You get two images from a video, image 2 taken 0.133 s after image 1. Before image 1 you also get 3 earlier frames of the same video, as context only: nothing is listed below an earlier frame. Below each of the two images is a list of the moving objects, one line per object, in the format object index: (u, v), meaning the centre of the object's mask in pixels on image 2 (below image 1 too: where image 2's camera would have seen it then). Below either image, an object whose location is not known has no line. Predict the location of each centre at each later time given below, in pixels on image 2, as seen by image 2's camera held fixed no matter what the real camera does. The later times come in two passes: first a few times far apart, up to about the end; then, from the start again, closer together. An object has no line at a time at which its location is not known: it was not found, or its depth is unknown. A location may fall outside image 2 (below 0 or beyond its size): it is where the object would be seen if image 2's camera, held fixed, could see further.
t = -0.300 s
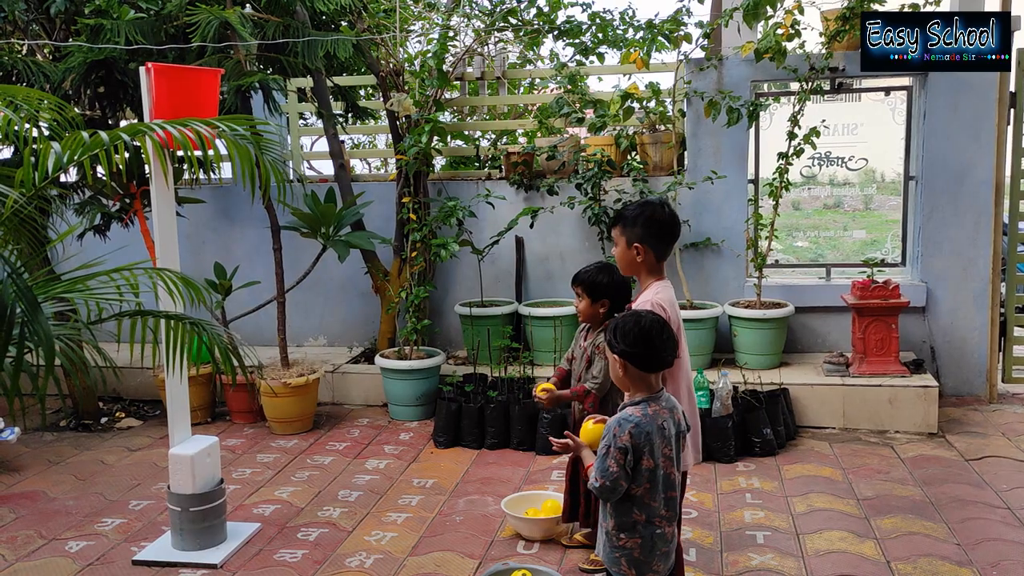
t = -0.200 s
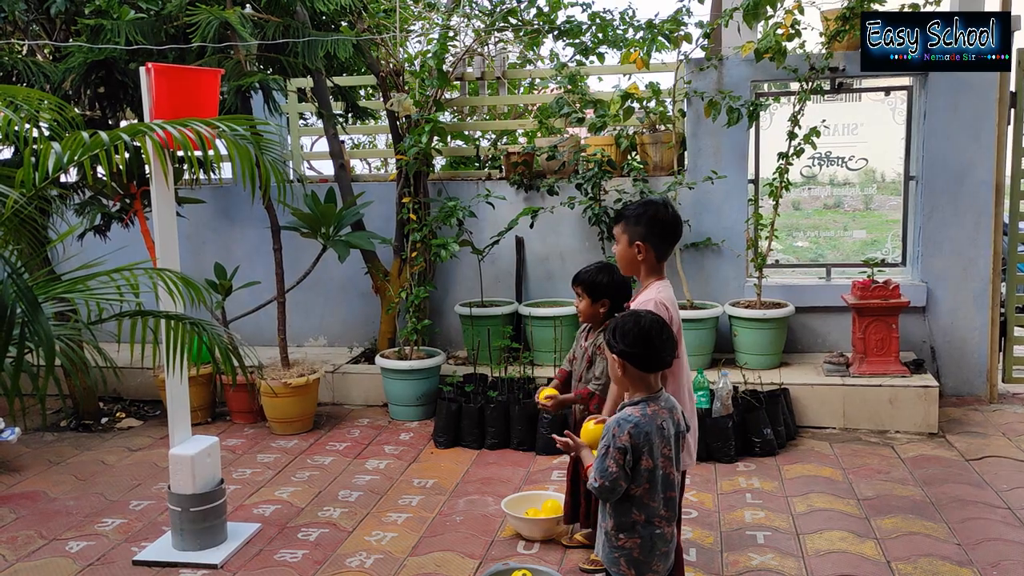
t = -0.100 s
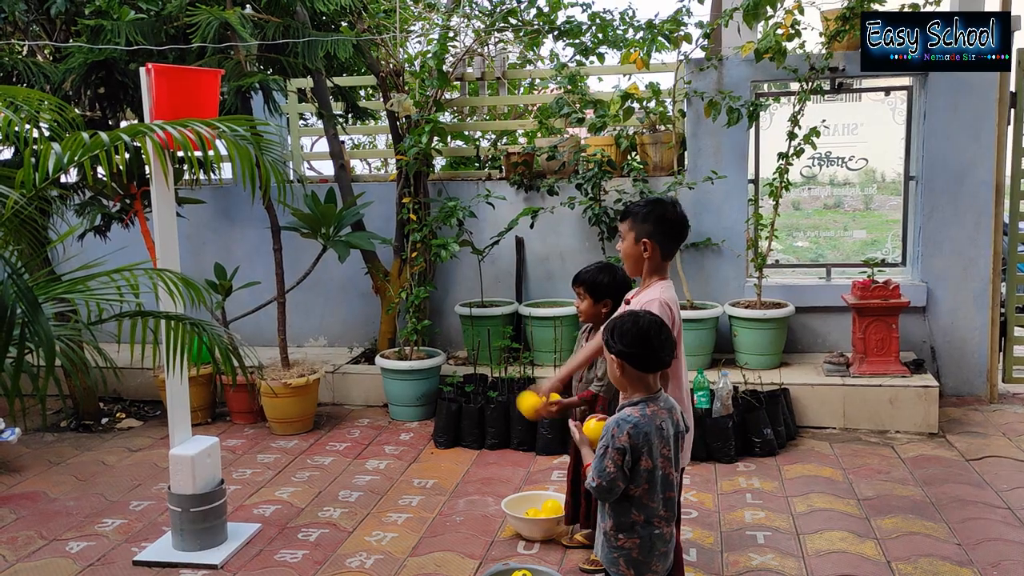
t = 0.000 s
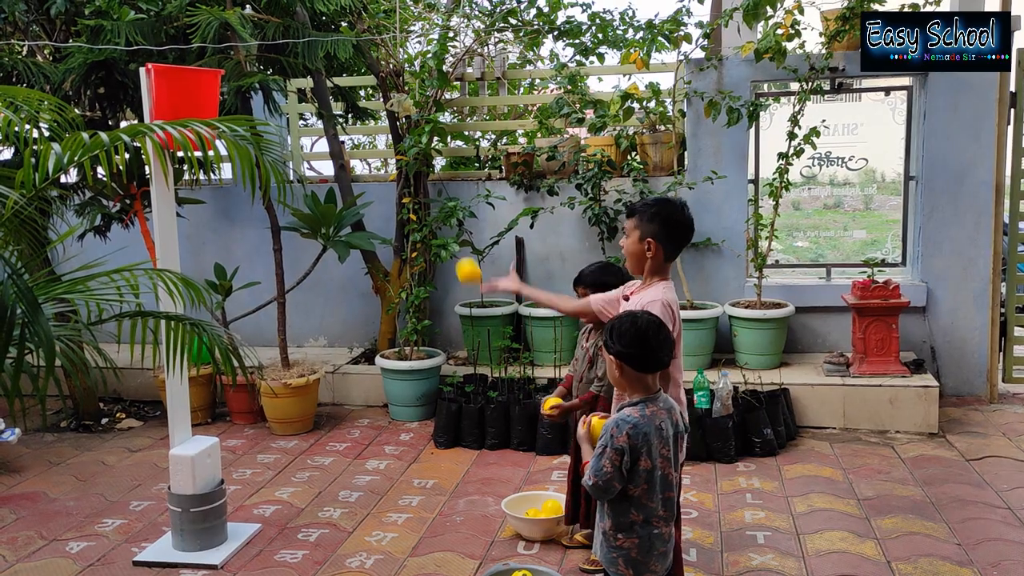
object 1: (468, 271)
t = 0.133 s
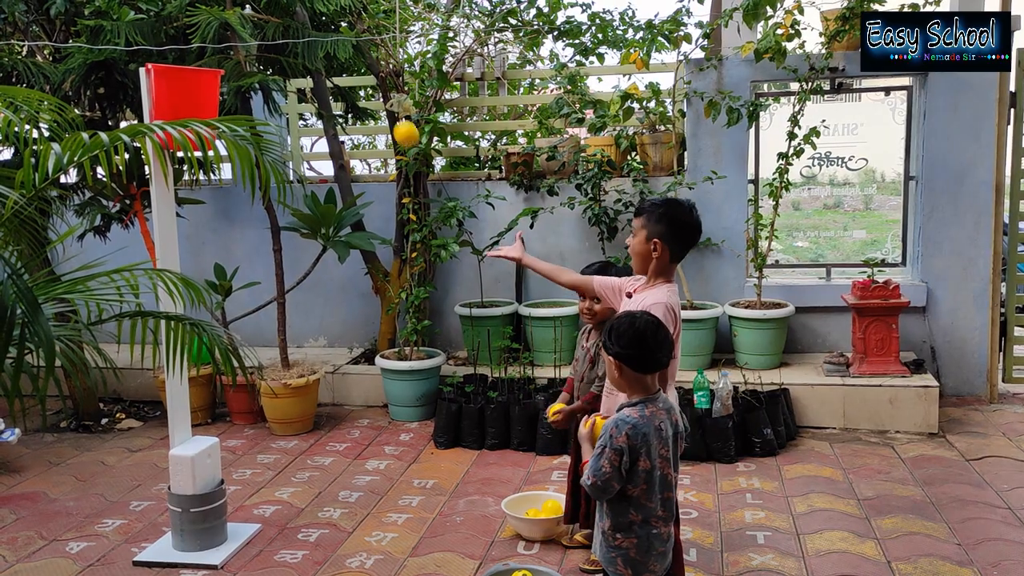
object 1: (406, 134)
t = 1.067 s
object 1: (159, 418)
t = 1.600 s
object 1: (151, 424)
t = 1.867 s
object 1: (144, 431)
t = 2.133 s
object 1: (137, 475)
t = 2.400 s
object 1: (126, 463)
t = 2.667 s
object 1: (115, 476)
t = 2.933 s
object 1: (100, 493)
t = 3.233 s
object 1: (91, 497)
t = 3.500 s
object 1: (91, 498)
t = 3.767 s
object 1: (98, 498)
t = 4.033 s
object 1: (112, 497)
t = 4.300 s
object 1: (123, 495)
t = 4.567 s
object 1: (133, 494)
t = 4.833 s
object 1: (142, 495)
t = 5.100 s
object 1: (146, 495)
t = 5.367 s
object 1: (150, 497)
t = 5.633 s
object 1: (154, 499)
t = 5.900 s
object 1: (157, 501)
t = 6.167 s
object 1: (161, 503)
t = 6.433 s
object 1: (162, 505)
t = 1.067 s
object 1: (159, 418)
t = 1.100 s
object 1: (157, 399)
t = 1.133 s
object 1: (155, 380)
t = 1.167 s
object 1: (152, 366)
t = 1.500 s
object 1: (148, 369)
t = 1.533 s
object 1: (149, 385)
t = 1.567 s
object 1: (150, 404)
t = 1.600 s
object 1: (151, 424)
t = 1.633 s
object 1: (152, 448)
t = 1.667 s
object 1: (154, 474)
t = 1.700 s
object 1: (156, 492)
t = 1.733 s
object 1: (153, 474)
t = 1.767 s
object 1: (150, 459)
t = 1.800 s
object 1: (148, 447)
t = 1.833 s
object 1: (145, 438)
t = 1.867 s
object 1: (144, 431)
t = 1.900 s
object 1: (142, 427)
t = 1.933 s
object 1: (141, 426)
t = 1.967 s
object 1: (140, 427)
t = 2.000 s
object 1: (139, 431)
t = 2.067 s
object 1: (138, 447)
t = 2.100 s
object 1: (137, 460)
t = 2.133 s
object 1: (137, 475)
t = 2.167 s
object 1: (137, 494)
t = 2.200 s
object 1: (136, 486)
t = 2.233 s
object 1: (134, 475)
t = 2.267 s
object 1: (132, 467)
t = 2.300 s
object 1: (130, 462)
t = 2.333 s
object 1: (129, 460)
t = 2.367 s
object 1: (127, 460)
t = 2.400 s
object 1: (126, 463)
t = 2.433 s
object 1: (125, 468)
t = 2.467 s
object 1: (125, 476)
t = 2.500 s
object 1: (124, 488)
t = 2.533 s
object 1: (123, 491)
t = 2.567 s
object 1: (121, 483)
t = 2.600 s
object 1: (119, 478)
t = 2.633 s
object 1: (117, 476)
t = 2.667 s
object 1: (115, 476)
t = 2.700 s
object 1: (114, 479)
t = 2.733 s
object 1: (113, 486)
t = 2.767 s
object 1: (112, 495)
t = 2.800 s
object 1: (109, 492)
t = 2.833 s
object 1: (106, 488)
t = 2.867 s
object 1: (104, 487)
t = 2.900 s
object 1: (102, 488)
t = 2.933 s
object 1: (100, 493)
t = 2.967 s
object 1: (98, 497)
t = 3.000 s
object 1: (97, 494)
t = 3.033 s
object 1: (96, 493)
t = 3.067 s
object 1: (95, 494)
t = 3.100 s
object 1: (94, 498)
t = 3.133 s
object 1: (93, 496)
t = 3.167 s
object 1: (92, 496)
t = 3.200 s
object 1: (92, 498)
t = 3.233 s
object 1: (91, 497)
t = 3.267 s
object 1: (91, 497)
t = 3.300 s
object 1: (91, 498)
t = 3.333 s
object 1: (90, 498)
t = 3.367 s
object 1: (90, 498)
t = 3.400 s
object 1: (90, 498)
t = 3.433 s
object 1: (91, 498)
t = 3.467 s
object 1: (91, 498)
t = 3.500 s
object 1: (91, 498)
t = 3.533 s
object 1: (92, 498)
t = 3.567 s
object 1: (92, 498)
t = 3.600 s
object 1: (93, 498)
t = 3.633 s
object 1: (94, 498)
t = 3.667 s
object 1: (95, 498)
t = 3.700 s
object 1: (96, 498)
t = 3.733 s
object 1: (97, 498)
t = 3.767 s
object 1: (98, 498)
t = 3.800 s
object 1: (100, 498)
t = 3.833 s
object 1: (101, 498)
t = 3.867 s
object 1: (103, 498)
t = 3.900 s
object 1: (105, 498)
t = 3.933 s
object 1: (107, 498)
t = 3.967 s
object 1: (109, 497)
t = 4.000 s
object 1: (110, 497)
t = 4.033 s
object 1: (112, 497)
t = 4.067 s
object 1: (113, 497)
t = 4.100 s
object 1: (115, 496)
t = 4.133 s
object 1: (116, 496)
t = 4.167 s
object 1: (118, 496)
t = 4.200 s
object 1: (119, 495)
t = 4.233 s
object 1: (120, 496)
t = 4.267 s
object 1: (122, 495)
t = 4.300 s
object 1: (123, 495)
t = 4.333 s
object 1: (124, 495)
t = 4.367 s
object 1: (126, 495)
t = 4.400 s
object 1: (127, 495)
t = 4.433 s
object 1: (128, 495)
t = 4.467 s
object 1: (130, 494)
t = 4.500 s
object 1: (131, 494)
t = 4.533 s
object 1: (132, 494)
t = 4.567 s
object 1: (133, 494)
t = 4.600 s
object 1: (135, 494)
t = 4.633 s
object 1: (136, 494)
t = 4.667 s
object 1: (137, 494)
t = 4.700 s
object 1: (138, 494)
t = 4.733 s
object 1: (139, 494)
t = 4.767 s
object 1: (140, 494)
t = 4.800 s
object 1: (141, 494)
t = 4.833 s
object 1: (142, 495)
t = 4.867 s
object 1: (142, 494)
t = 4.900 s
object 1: (143, 494)
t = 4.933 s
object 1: (144, 495)
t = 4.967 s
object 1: (145, 495)
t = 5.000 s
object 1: (145, 495)
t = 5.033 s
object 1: (146, 495)
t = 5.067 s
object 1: (146, 495)
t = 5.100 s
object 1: (146, 495)
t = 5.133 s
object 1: (147, 495)
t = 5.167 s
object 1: (147, 495)
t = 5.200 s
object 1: (147, 496)
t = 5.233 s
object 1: (148, 496)
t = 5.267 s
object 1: (149, 496)
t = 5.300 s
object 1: (149, 497)
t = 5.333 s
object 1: (149, 497)
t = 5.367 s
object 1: (150, 497)
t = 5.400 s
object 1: (150, 497)
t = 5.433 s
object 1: (151, 497)
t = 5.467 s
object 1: (151, 498)
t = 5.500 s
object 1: (152, 498)
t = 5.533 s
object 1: (152, 498)
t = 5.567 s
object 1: (153, 498)
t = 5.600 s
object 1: (153, 499)
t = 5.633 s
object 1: (154, 499)
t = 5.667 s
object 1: (154, 499)
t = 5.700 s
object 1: (155, 500)
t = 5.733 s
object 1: (155, 500)
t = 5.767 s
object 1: (156, 500)
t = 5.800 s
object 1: (156, 500)
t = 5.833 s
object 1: (157, 500)
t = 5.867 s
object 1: (157, 501)
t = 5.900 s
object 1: (157, 501)
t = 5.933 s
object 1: (158, 501)
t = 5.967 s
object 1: (159, 501)
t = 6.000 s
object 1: (159, 501)
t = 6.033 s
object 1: (160, 502)
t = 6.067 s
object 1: (160, 502)
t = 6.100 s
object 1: (160, 502)
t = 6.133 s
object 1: (161, 503)
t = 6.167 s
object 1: (161, 503)
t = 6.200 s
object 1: (161, 503)
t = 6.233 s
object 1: (162, 503)
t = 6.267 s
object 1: (162, 504)
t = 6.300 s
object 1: (162, 504)
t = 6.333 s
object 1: (162, 504)
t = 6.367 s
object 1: (162, 504)
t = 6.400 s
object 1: (162, 505)
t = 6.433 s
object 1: (162, 505)
